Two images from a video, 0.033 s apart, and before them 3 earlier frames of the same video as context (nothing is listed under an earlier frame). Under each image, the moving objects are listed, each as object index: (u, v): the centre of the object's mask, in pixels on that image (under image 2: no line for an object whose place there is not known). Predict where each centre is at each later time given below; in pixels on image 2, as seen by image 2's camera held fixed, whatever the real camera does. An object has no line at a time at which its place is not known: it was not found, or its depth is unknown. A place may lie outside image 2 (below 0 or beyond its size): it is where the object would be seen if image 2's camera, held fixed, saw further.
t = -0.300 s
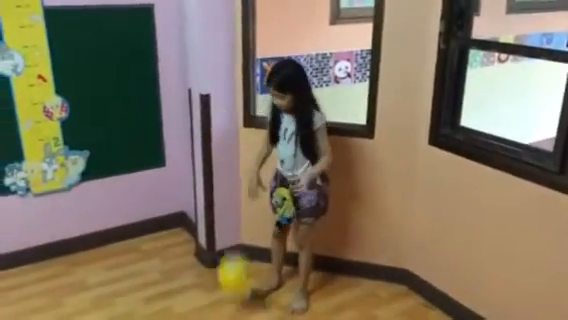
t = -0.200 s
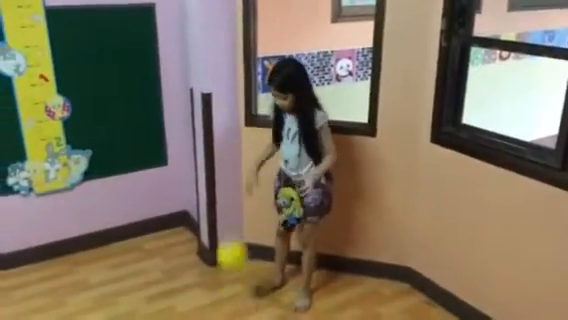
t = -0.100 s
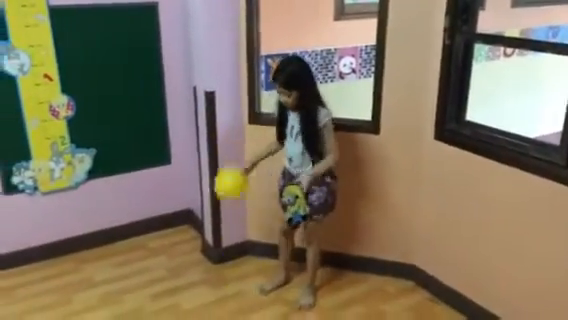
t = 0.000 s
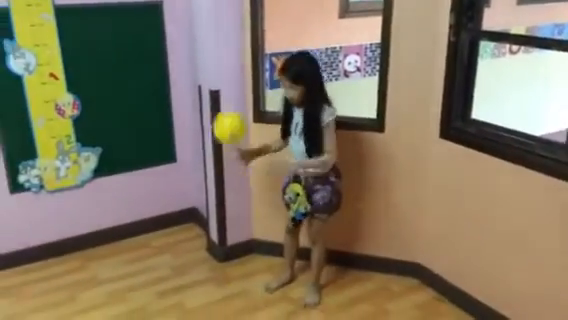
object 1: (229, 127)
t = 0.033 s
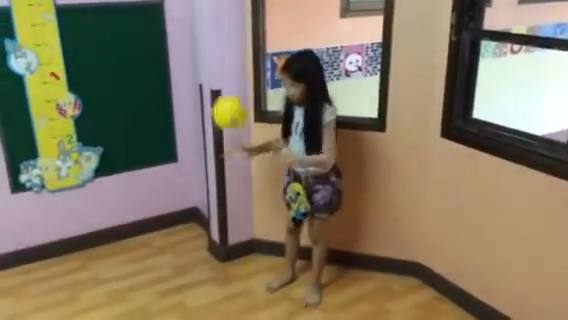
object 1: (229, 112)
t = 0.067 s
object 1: (227, 100)
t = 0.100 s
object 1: (225, 90)
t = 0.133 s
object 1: (224, 81)
